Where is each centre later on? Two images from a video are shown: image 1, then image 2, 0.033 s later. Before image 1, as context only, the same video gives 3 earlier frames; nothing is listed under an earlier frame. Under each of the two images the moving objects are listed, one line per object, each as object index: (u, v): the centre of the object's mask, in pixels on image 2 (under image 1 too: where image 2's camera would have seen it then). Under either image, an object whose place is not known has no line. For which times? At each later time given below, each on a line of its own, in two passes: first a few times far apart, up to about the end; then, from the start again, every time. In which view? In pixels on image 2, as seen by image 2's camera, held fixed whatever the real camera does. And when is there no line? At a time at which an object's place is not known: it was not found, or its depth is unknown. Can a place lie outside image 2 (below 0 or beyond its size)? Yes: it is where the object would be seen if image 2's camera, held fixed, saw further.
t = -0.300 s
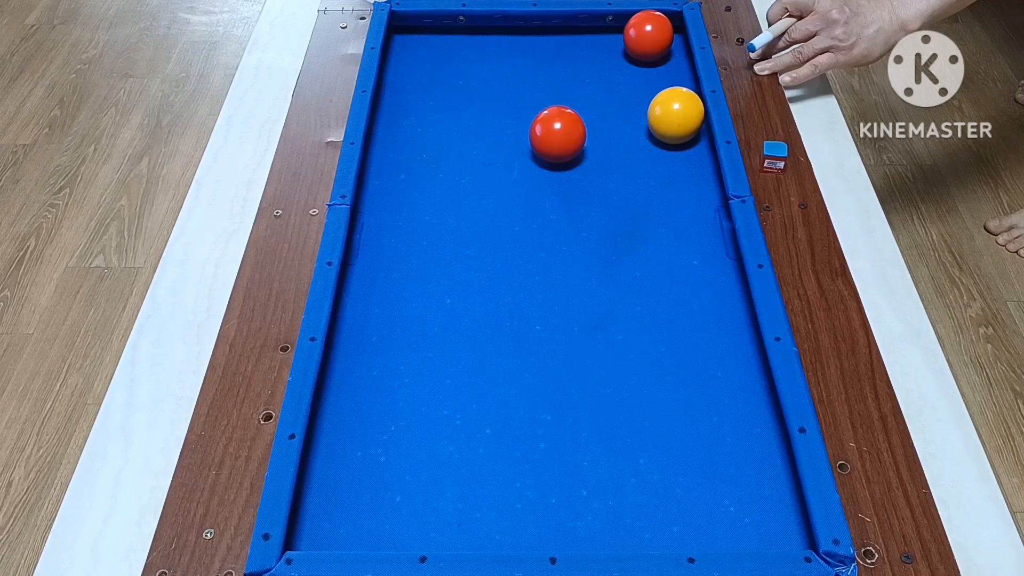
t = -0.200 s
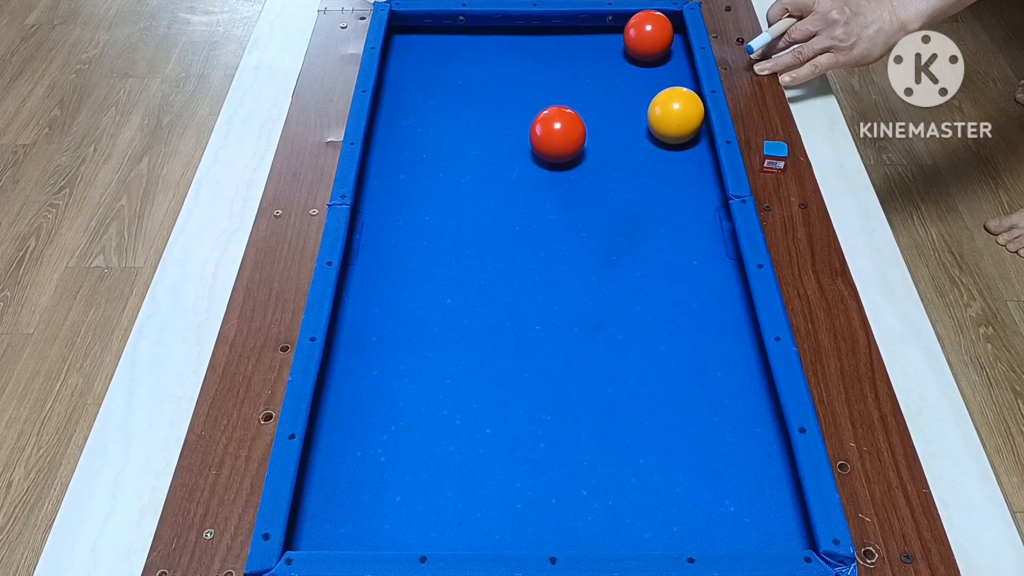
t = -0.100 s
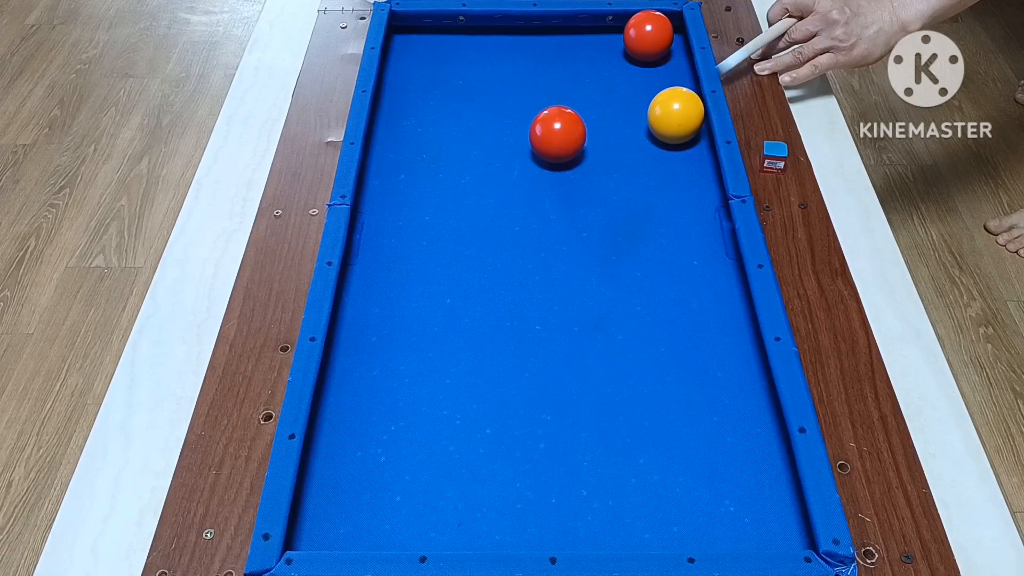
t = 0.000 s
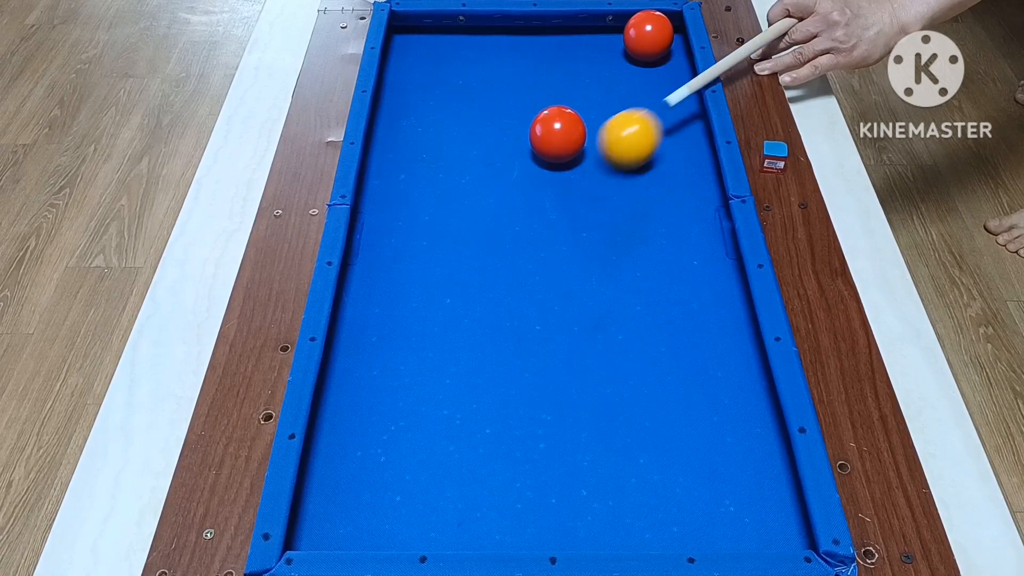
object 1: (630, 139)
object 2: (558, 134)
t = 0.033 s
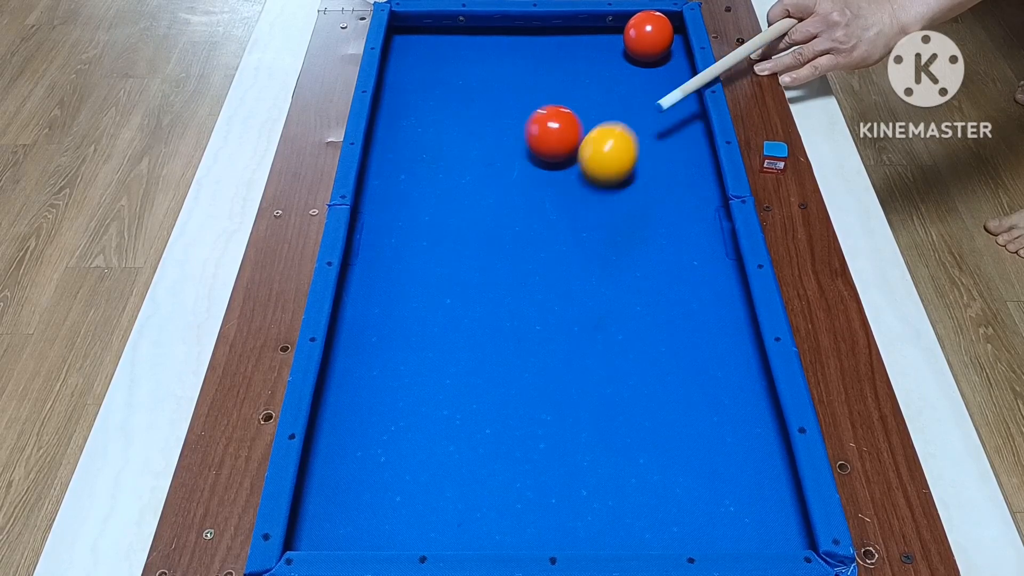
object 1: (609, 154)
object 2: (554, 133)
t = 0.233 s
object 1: (509, 265)
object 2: (492, 120)
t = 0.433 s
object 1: (375, 409)
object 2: (439, 108)
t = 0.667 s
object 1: (388, 492)
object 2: (408, 97)
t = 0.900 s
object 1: (456, 428)
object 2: (428, 91)
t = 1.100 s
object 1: (508, 380)
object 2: (443, 86)
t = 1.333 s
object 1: (561, 331)
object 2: (458, 81)
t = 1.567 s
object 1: (609, 290)
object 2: (471, 78)
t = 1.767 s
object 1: (645, 258)
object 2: (479, 75)
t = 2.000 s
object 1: (684, 225)
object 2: (488, 73)
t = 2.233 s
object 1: (688, 198)
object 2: (494, 72)
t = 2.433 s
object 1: (675, 180)
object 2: (498, 72)
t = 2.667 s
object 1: (662, 162)
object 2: (502, 72)
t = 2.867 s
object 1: (654, 148)
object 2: (503, 71)
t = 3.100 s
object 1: (646, 133)
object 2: (502, 71)
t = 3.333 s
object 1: (640, 120)
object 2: (502, 71)
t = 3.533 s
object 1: (635, 110)
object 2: (502, 71)
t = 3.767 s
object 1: (631, 101)
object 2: (502, 71)
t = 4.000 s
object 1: (629, 93)
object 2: (502, 71)
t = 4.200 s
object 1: (629, 88)
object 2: (502, 71)
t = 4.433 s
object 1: (632, 83)
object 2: (502, 71)
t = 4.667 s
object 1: (634, 80)
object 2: (502, 71)
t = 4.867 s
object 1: (636, 77)
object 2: (502, 71)
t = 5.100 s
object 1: (638, 76)
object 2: (502, 71)
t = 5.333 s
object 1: (641, 76)
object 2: (502, 71)
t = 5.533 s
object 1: (642, 76)
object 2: (502, 71)
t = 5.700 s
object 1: (641, 76)
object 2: (502, 71)
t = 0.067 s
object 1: (595, 171)
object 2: (541, 130)
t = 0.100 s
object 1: (580, 188)
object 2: (530, 128)
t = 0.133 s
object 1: (563, 207)
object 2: (520, 126)
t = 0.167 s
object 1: (545, 225)
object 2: (511, 124)
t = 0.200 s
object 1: (527, 245)
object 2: (502, 122)
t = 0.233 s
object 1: (509, 265)
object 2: (492, 120)
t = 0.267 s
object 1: (489, 286)
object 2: (483, 118)
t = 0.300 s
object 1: (468, 308)
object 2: (474, 116)
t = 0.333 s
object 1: (447, 331)
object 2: (465, 114)
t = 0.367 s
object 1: (424, 356)
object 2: (456, 112)
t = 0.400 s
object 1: (400, 382)
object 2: (448, 110)
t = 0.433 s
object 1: (375, 409)
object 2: (439, 108)
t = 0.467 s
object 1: (348, 438)
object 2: (430, 106)
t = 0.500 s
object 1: (345, 464)
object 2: (422, 104)
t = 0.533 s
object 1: (352, 487)
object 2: (413, 102)
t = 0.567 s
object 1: (356, 510)
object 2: (405, 100)
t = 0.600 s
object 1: (366, 512)
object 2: (402, 99)
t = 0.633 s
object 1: (377, 501)
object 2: (405, 98)
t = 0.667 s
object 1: (388, 492)
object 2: (408, 97)
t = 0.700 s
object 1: (398, 482)
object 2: (411, 96)
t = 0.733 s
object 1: (409, 472)
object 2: (414, 95)
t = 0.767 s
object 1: (418, 463)
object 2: (416, 95)
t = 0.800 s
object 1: (428, 454)
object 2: (419, 94)
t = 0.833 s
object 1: (438, 445)
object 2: (422, 93)
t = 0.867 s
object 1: (447, 436)
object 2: (425, 92)
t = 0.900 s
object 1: (456, 428)
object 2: (428, 91)
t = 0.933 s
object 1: (465, 419)
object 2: (430, 90)
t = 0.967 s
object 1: (474, 411)
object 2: (433, 89)
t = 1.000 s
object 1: (483, 403)
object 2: (435, 89)
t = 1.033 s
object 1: (491, 395)
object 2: (438, 88)
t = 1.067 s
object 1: (500, 387)
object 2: (440, 87)
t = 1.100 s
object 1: (508, 380)
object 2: (443, 86)
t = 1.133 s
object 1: (516, 372)
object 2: (445, 85)
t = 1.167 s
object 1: (524, 366)
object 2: (447, 85)
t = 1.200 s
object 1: (531, 358)
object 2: (450, 84)
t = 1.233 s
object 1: (539, 351)
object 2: (452, 83)
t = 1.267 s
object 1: (546, 344)
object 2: (454, 83)
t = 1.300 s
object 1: (554, 338)
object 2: (456, 82)
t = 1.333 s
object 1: (561, 331)
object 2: (458, 81)
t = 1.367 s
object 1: (568, 325)
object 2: (460, 81)
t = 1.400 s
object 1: (575, 319)
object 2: (462, 80)
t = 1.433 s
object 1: (582, 313)
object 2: (464, 79)
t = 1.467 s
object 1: (589, 307)
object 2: (465, 79)
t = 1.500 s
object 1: (596, 301)
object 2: (467, 79)
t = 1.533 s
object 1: (603, 295)
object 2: (469, 78)
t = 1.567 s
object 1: (609, 290)
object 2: (471, 78)
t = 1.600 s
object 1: (615, 284)
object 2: (472, 77)
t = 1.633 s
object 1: (622, 279)
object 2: (474, 77)
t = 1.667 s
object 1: (628, 273)
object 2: (475, 77)
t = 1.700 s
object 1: (634, 268)
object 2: (477, 76)
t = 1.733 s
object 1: (639, 263)
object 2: (478, 75)
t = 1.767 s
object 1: (645, 258)
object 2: (479, 75)
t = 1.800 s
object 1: (651, 253)
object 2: (481, 75)
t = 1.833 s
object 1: (656, 248)
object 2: (482, 74)
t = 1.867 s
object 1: (662, 243)
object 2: (483, 74)
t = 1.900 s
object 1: (667, 239)
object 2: (485, 74)
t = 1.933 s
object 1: (673, 234)
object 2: (486, 74)
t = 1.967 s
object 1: (678, 229)
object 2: (487, 73)
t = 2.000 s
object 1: (684, 225)
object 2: (488, 73)
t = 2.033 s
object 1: (689, 220)
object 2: (489, 73)
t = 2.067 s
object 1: (694, 216)
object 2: (490, 73)
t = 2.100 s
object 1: (697, 211)
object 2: (491, 73)
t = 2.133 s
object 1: (695, 208)
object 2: (492, 73)
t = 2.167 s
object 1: (693, 204)
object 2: (493, 73)
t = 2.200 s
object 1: (690, 201)
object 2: (493, 72)
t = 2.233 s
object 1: (688, 198)
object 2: (494, 72)
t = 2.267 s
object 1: (685, 195)
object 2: (495, 72)
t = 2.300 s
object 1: (683, 192)
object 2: (496, 72)
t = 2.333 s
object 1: (681, 189)
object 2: (497, 72)
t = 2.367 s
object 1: (679, 186)
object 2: (497, 72)
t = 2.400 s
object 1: (677, 183)
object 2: (498, 72)
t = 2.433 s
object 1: (675, 180)
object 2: (498, 72)
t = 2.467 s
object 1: (673, 178)
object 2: (499, 71)
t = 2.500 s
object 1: (671, 175)
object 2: (500, 72)
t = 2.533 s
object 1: (669, 172)
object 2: (500, 71)
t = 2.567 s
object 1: (667, 170)
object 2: (501, 72)
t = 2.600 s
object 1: (666, 167)
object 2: (501, 71)
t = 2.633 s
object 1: (664, 165)
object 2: (502, 71)
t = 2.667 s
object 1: (662, 162)
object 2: (502, 72)
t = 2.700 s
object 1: (661, 159)
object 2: (502, 72)
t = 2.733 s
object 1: (659, 157)
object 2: (503, 71)
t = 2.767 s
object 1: (658, 154)
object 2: (503, 71)
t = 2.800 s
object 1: (656, 152)
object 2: (503, 71)
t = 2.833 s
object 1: (655, 150)
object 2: (503, 71)
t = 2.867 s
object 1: (654, 148)
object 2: (503, 71)
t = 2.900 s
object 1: (653, 145)
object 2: (503, 71)
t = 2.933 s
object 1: (652, 143)
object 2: (503, 71)
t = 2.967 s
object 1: (651, 141)
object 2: (503, 71)
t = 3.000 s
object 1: (649, 139)
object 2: (502, 71)
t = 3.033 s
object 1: (648, 137)
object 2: (502, 71)
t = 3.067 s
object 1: (647, 135)
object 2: (502, 71)
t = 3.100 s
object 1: (646, 133)
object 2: (502, 71)
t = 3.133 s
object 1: (645, 131)
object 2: (502, 71)
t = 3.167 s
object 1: (644, 129)
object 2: (502, 71)
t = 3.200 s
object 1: (643, 127)
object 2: (502, 71)
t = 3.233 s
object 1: (642, 125)
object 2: (502, 71)
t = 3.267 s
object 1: (641, 124)
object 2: (502, 71)
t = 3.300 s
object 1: (640, 122)
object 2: (502, 71)
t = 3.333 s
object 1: (640, 120)
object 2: (502, 71)
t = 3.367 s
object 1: (639, 118)
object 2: (502, 71)
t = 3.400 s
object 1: (638, 117)
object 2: (502, 71)
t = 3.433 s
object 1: (637, 115)
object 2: (502, 71)
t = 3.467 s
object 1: (637, 114)
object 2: (502, 71)
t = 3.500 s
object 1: (636, 112)
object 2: (502, 71)
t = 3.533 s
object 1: (635, 110)
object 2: (502, 71)
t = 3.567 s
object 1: (635, 109)
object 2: (502, 71)
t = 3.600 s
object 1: (634, 108)
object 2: (502, 71)
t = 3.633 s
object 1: (633, 106)
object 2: (502, 71)
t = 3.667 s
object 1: (633, 105)
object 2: (502, 71)
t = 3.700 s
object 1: (632, 103)
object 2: (502, 71)
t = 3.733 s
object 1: (632, 102)
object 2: (502, 71)
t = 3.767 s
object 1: (631, 101)
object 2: (502, 71)
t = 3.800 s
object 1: (631, 100)
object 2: (502, 71)
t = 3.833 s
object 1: (631, 99)
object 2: (502, 71)
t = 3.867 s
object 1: (630, 97)
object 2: (502, 71)
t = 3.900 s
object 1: (630, 96)
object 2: (502, 71)
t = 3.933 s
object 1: (630, 95)
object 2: (502, 71)
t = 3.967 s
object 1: (630, 94)
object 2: (502, 71)
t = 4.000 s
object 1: (629, 93)
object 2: (502, 71)
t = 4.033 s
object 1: (629, 92)
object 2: (502, 71)
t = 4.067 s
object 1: (629, 92)
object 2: (502, 71)
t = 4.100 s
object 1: (629, 91)
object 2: (502, 71)
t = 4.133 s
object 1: (629, 89)
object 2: (502, 71)
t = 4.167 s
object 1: (629, 89)
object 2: (502, 71)
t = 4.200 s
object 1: (629, 88)
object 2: (502, 71)
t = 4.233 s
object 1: (630, 87)
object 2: (502, 71)
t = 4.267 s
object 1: (630, 86)
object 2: (502, 71)
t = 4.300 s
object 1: (630, 86)
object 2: (502, 71)
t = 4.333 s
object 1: (631, 85)
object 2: (502, 71)
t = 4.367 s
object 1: (631, 85)
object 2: (502, 71)
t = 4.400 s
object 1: (631, 84)
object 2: (502, 71)
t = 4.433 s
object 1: (632, 83)
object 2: (502, 71)
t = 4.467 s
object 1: (632, 83)
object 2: (502, 71)
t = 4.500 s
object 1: (632, 82)
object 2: (502, 71)
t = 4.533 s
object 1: (633, 82)
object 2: (502, 71)
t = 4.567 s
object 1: (633, 81)
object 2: (502, 71)
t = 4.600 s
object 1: (634, 81)
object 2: (502, 71)
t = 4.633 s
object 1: (634, 80)
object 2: (502, 71)
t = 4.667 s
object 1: (634, 80)
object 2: (502, 71)
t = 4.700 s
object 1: (635, 80)
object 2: (502, 71)
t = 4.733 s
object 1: (635, 79)
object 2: (502, 71)
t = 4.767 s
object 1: (635, 79)
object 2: (502, 71)
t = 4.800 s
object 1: (636, 78)
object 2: (502, 71)
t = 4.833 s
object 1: (636, 78)
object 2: (502, 71)
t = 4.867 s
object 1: (636, 77)
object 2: (502, 71)
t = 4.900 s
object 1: (637, 77)
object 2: (502, 71)
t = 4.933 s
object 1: (637, 77)
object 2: (502, 71)
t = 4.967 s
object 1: (637, 76)
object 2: (502, 71)
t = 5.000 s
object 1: (637, 76)
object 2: (502, 71)
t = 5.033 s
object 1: (637, 76)
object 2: (502, 71)
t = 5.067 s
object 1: (637, 76)
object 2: (502, 71)
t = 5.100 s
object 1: (638, 76)
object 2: (502, 71)
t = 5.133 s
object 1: (638, 76)
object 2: (502, 71)
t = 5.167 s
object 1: (638, 76)
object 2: (502, 71)
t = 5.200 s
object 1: (639, 76)
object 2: (502, 71)
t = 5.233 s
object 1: (639, 76)
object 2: (502, 71)
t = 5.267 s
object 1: (640, 76)
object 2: (502, 71)
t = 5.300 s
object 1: (640, 76)
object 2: (502, 71)
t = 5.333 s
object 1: (641, 76)
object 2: (502, 71)
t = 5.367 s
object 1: (641, 76)
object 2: (502, 71)
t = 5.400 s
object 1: (641, 76)
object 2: (502, 71)
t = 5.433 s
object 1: (642, 76)
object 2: (502, 71)
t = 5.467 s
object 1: (642, 76)
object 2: (502, 71)
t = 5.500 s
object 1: (642, 76)
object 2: (502, 71)
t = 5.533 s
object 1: (642, 76)
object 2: (502, 71)
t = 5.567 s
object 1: (642, 76)
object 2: (502, 71)
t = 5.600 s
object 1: (642, 76)
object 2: (502, 71)
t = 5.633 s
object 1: (642, 76)
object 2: (502, 71)
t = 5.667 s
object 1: (642, 76)
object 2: (502, 71)
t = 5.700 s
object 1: (641, 76)
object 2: (502, 71)
